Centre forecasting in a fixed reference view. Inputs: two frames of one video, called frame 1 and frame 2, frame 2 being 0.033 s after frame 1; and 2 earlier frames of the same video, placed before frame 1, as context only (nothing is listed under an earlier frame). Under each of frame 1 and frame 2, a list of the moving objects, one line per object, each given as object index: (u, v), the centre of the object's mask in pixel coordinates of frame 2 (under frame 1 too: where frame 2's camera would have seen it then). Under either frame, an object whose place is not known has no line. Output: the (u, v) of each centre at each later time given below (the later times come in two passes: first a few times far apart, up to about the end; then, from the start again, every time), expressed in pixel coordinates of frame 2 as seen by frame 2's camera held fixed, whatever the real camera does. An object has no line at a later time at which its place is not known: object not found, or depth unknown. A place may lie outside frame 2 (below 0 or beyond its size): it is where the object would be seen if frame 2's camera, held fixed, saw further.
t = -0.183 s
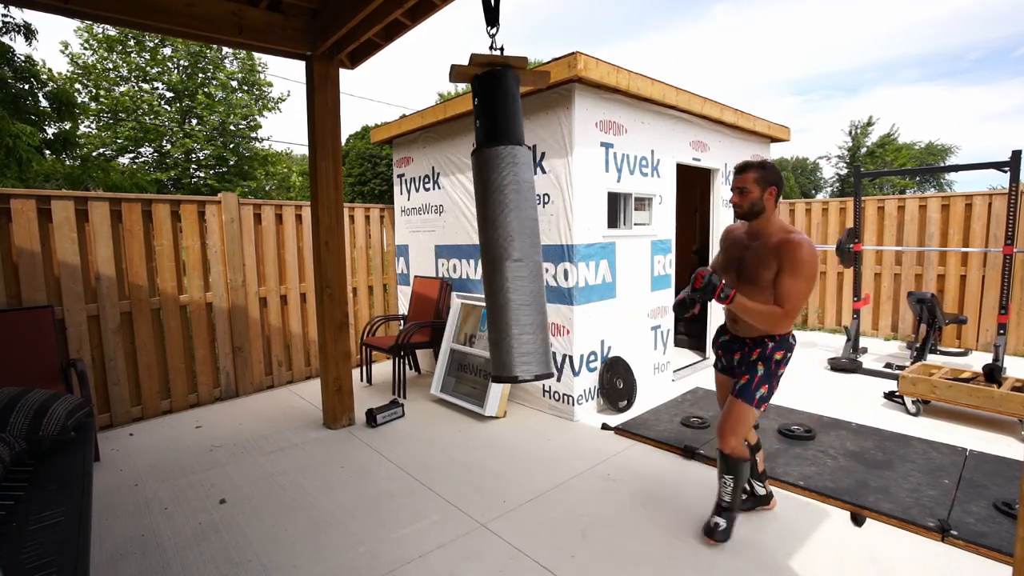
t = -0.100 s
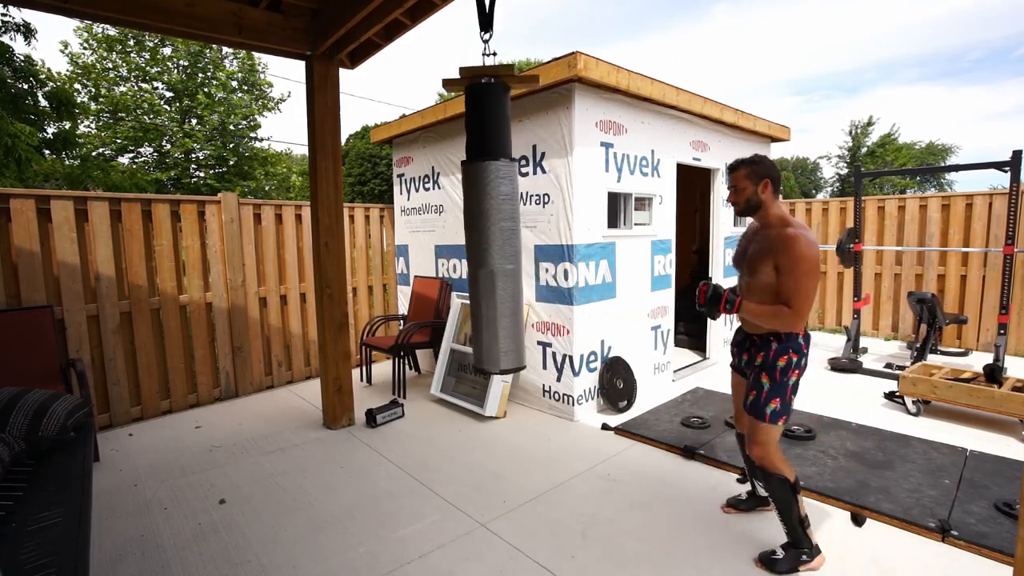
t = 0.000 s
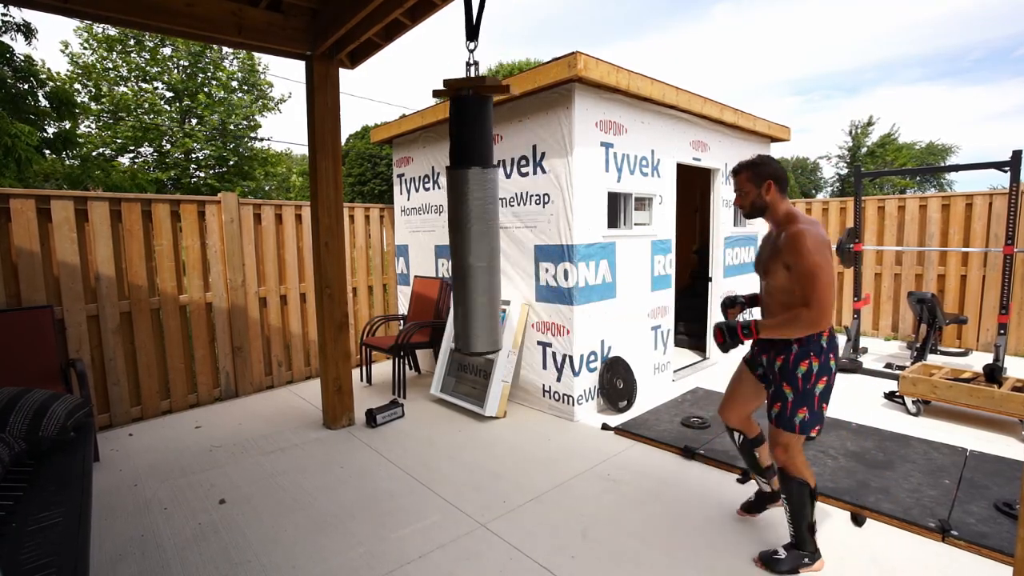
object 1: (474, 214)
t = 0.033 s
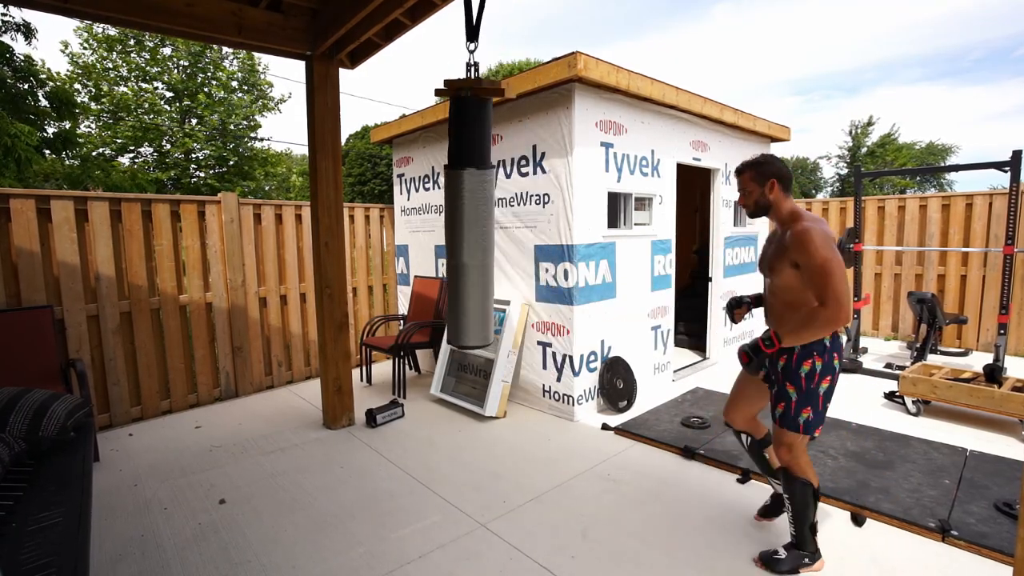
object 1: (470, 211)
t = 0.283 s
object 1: (459, 218)
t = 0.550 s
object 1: (514, 223)
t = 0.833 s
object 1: (517, 222)
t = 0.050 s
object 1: (469, 209)
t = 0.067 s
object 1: (467, 207)
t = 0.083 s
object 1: (465, 206)
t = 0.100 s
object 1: (464, 206)
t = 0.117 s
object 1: (462, 206)
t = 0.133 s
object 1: (461, 206)
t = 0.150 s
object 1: (460, 207)
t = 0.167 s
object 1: (459, 208)
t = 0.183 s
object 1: (458, 209)
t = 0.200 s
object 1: (458, 211)
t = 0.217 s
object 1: (457, 212)
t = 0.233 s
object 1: (457, 214)
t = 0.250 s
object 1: (458, 216)
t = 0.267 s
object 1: (458, 217)
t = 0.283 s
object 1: (459, 218)
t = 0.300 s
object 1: (461, 219)
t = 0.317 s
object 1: (463, 219)
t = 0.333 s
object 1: (464, 220)
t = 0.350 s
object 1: (466, 223)
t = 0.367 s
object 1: (469, 224)
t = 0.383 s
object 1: (472, 224)
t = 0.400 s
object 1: (475, 226)
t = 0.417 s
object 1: (479, 226)
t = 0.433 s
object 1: (482, 226)
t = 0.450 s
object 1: (487, 226)
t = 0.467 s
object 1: (491, 226)
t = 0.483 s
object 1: (495, 225)
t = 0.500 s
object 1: (501, 225)
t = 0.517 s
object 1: (505, 225)
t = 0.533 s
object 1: (510, 224)
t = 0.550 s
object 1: (514, 223)
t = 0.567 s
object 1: (519, 222)
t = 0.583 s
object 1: (523, 222)
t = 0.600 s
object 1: (527, 221)
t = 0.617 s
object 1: (530, 221)
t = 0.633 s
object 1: (532, 221)
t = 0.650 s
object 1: (534, 221)
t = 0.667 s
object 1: (536, 221)
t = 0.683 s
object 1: (537, 222)
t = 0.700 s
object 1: (537, 222)
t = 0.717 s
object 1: (537, 222)
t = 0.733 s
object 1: (535, 223)
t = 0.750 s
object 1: (534, 223)
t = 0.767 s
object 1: (532, 222)
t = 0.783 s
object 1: (529, 222)
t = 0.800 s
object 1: (526, 222)
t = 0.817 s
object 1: (522, 222)
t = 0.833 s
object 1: (517, 222)
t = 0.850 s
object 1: (513, 222)
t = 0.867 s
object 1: (508, 222)
